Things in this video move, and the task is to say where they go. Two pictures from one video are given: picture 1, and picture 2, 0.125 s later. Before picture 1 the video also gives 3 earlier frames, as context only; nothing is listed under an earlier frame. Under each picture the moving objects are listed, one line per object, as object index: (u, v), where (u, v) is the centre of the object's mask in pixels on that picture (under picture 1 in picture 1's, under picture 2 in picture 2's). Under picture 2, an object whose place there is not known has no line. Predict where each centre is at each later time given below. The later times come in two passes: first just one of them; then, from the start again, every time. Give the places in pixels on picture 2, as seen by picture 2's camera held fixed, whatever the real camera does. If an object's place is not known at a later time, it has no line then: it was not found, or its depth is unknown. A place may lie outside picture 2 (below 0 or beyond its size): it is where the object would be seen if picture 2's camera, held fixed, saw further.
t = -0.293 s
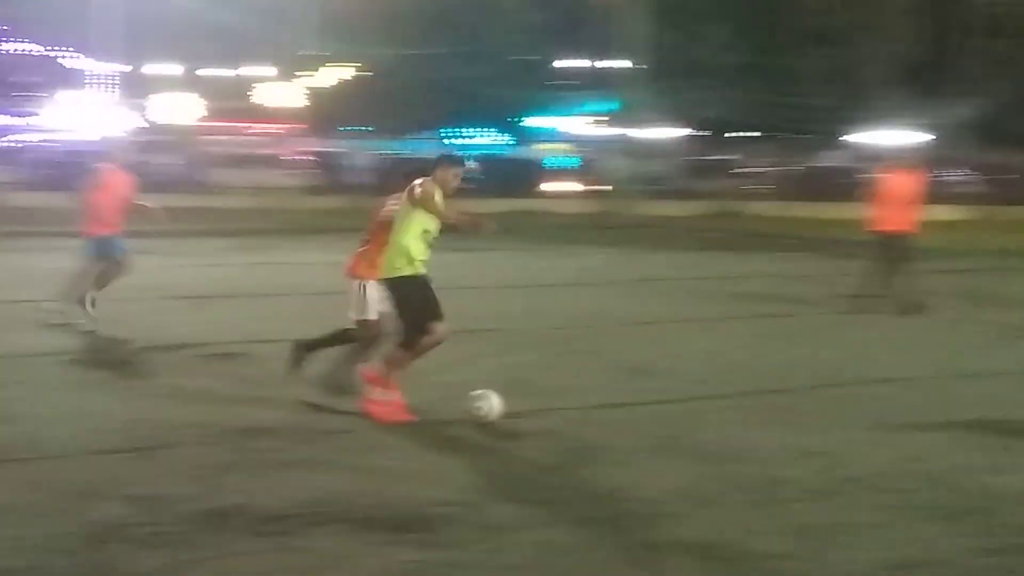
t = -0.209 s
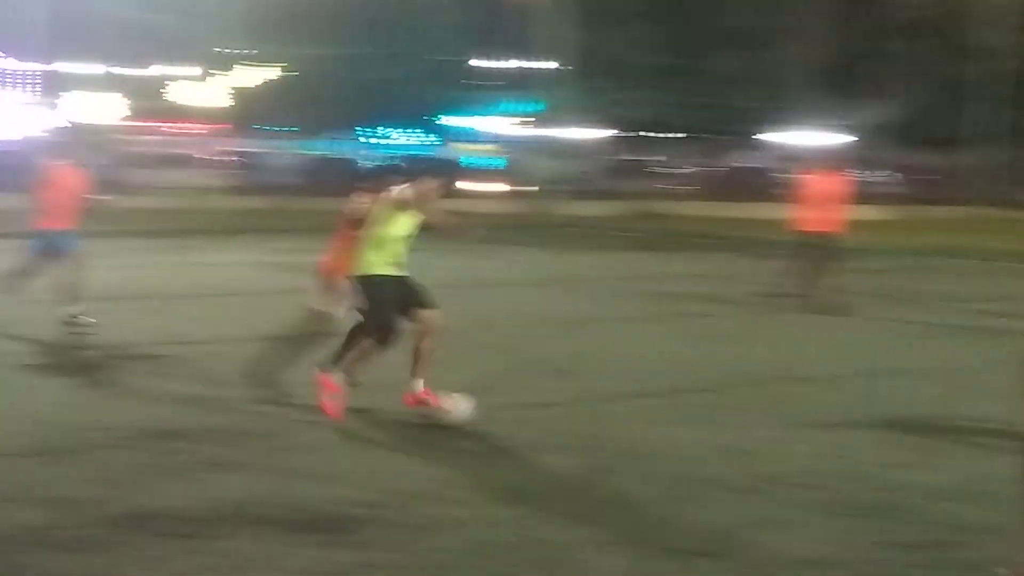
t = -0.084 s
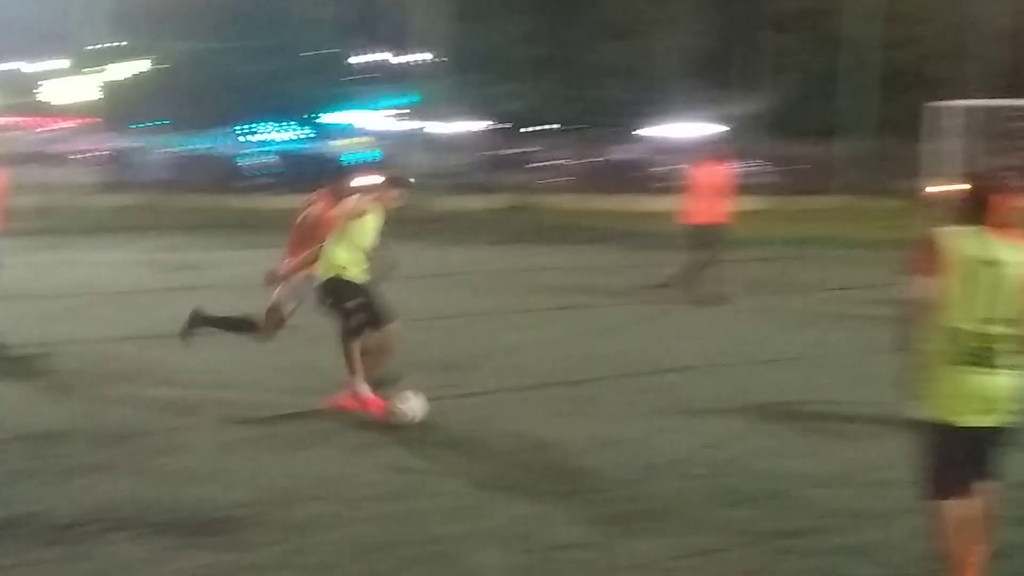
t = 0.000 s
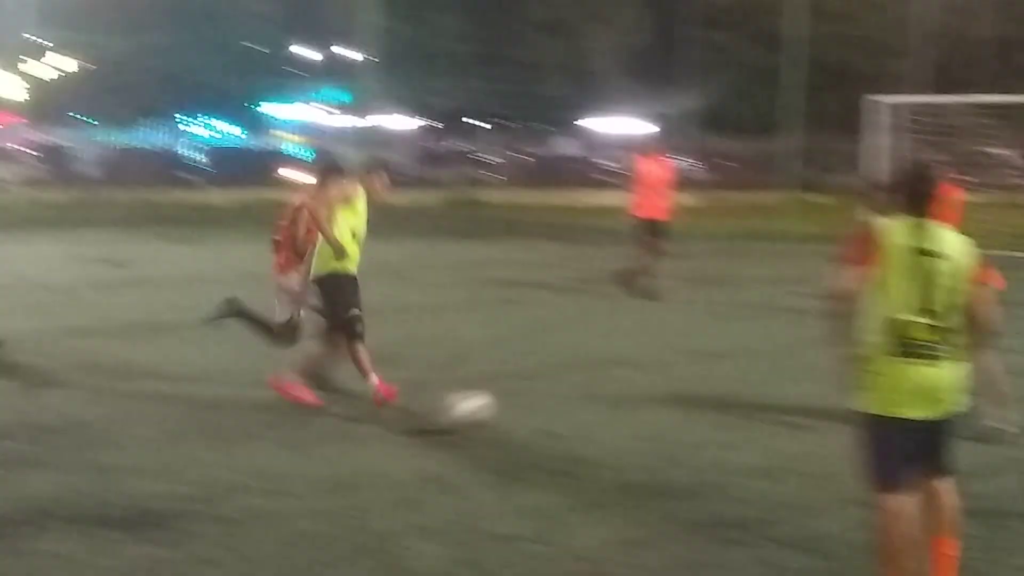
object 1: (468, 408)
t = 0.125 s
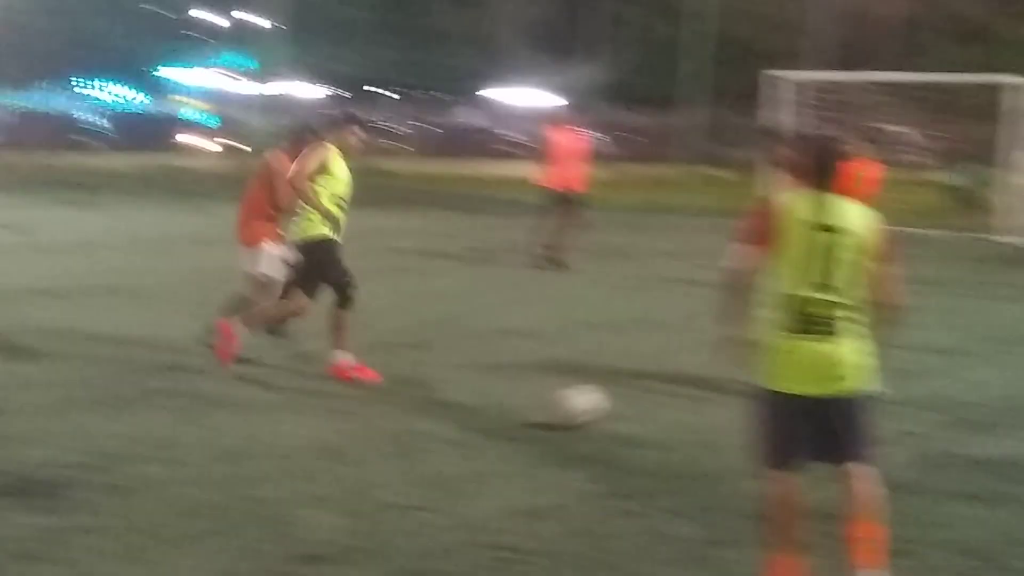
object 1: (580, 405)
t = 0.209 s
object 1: (715, 413)
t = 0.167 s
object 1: (650, 408)
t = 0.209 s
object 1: (715, 413)
